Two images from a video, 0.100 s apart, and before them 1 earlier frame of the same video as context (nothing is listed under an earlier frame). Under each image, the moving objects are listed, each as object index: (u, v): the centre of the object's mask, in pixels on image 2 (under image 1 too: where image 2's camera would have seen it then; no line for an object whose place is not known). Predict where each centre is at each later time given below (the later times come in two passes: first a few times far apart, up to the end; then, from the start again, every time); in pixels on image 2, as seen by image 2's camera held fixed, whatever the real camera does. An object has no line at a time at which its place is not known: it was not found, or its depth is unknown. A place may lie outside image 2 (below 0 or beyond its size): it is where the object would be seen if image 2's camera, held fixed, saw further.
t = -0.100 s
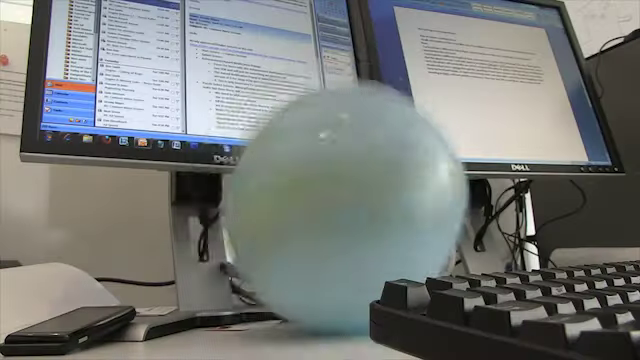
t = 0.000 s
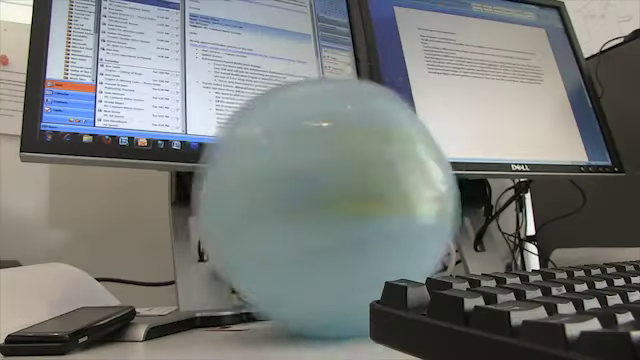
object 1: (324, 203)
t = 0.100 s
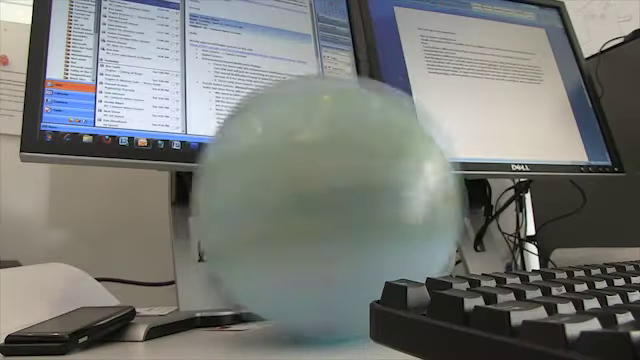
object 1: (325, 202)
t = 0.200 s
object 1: (315, 199)
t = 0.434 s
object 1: (292, 202)
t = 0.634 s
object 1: (254, 199)
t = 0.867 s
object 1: (228, 193)
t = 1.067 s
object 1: (213, 199)
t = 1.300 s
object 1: (177, 197)
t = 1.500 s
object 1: (163, 203)
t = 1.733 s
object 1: (138, 202)
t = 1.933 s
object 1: (144, 200)
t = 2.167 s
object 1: (177, 200)
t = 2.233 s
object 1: (177, 200)
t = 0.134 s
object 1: (325, 203)
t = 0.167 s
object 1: (322, 201)
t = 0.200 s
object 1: (315, 199)
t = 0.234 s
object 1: (308, 199)
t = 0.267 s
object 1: (301, 198)
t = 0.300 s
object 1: (297, 198)
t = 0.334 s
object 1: (294, 200)
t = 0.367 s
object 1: (293, 201)
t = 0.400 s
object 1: (294, 201)
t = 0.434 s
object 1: (292, 202)
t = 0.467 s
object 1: (287, 199)
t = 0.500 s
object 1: (278, 197)
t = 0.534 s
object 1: (269, 196)
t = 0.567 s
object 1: (263, 196)
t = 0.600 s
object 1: (257, 197)
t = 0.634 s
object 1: (254, 199)
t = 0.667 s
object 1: (254, 200)
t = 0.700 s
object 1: (253, 200)
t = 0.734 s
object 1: (252, 201)
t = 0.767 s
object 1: (249, 198)
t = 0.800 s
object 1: (244, 196)
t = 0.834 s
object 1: (237, 195)
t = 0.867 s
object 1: (228, 193)
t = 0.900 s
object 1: (224, 194)
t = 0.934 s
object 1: (221, 195)
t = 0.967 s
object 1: (216, 197)
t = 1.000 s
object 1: (215, 197)
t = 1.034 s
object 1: (213, 197)
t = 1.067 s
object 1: (213, 199)
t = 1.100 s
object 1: (211, 200)
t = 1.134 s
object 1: (204, 200)
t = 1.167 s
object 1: (199, 196)
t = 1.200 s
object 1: (191, 195)
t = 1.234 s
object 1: (183, 196)
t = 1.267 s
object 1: (179, 196)
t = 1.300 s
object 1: (177, 197)
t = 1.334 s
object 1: (172, 199)
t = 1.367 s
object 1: (168, 199)
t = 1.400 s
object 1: (167, 199)
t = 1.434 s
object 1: (166, 200)
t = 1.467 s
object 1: (165, 201)
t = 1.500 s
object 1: (163, 203)
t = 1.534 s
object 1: (157, 203)
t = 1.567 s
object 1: (152, 200)
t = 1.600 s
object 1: (150, 200)
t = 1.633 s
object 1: (147, 201)
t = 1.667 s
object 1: (143, 200)
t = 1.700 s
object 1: (140, 203)
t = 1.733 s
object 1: (138, 202)
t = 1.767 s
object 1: (133, 199)
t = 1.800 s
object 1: (131, 199)
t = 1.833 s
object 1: (129, 201)
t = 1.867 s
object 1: (130, 202)
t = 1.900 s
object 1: (134, 202)
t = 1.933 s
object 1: (144, 200)
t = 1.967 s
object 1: (148, 200)
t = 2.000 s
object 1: (154, 199)
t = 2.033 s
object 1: (161, 200)
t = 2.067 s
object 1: (166, 201)
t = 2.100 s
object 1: (169, 201)
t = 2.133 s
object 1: (174, 201)
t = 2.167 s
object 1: (177, 200)
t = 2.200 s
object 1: (178, 200)
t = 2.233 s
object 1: (177, 200)
